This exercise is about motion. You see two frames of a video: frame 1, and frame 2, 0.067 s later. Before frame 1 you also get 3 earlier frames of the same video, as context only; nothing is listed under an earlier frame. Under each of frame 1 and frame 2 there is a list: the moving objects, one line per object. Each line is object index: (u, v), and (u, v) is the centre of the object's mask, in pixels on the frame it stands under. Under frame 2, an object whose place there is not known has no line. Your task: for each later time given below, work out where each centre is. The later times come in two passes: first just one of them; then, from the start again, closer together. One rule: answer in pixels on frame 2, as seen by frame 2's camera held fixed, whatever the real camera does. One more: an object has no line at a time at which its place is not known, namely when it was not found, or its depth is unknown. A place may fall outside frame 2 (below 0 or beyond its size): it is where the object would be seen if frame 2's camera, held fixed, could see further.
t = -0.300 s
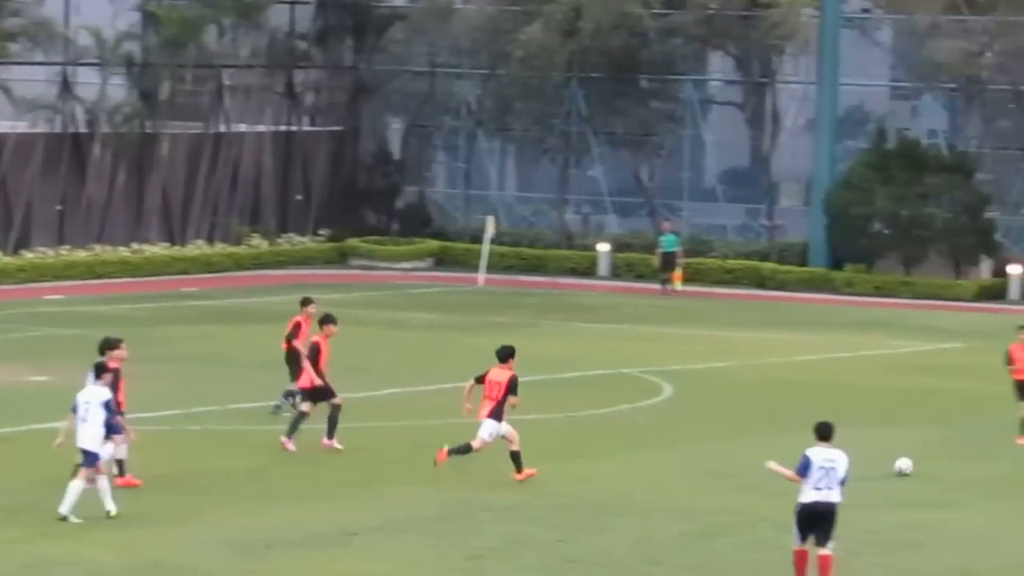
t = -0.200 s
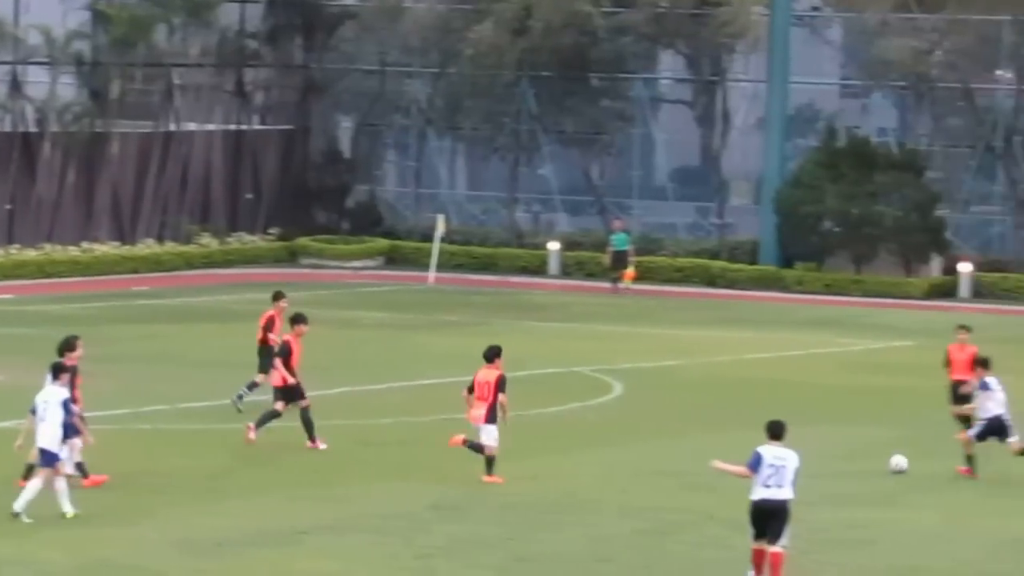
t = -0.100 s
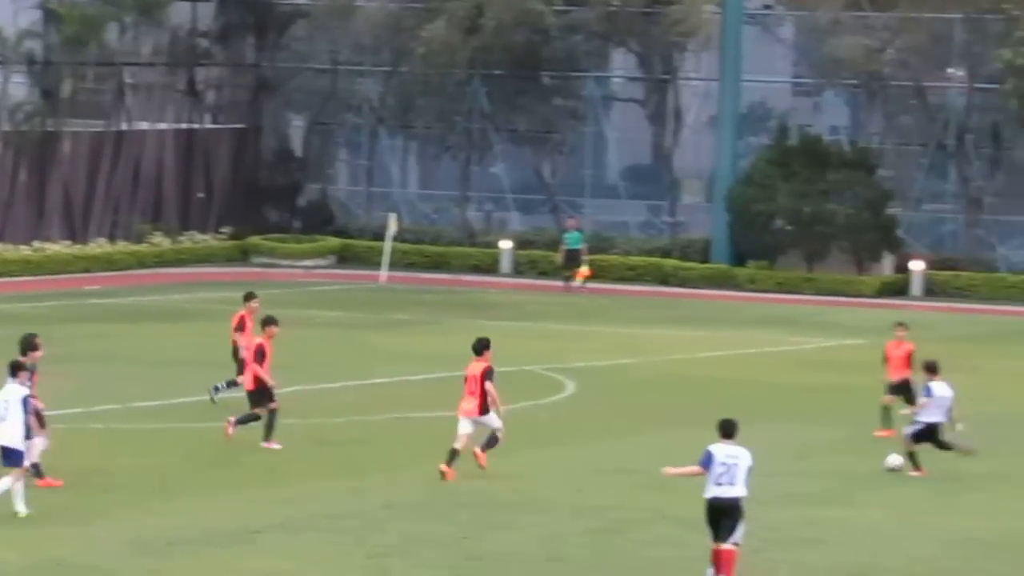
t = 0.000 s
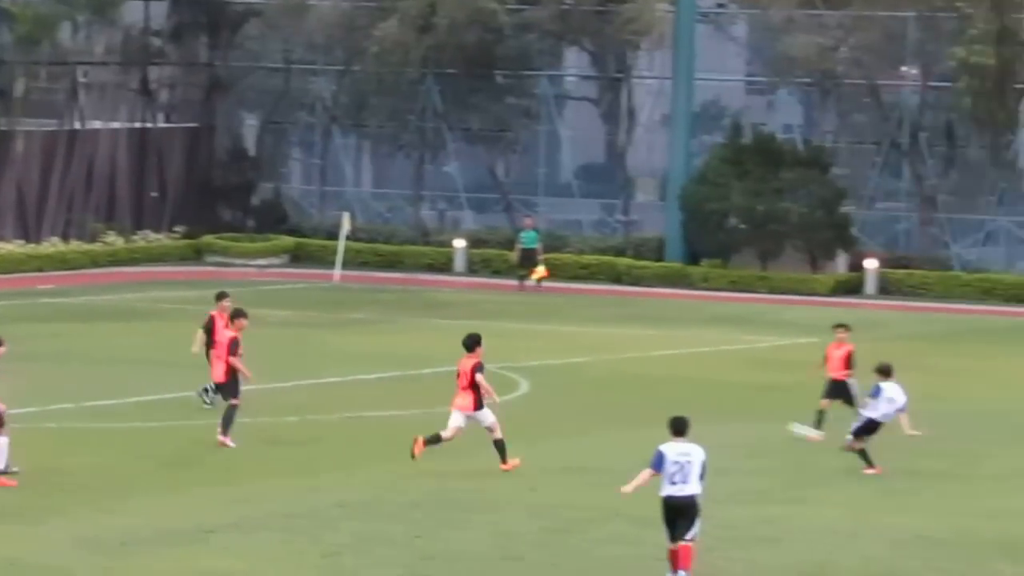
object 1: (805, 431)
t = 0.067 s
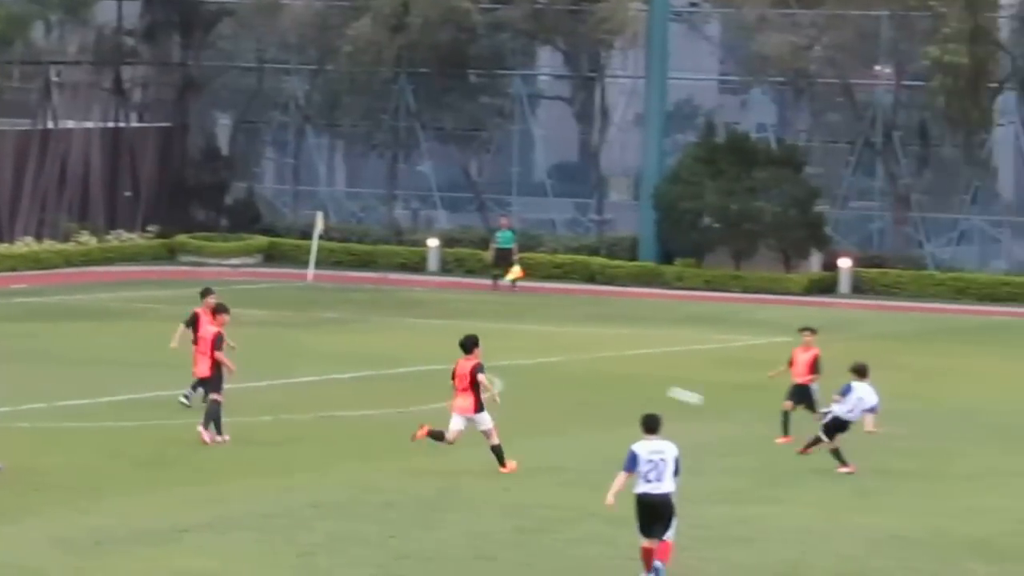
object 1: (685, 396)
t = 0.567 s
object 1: (108, 249)
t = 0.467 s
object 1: (211, 265)
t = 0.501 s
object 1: (177, 260)
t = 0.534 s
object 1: (142, 254)
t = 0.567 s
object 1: (108, 249)
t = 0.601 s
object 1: (75, 245)
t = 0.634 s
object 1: (42, 241)
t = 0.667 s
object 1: (10, 238)
